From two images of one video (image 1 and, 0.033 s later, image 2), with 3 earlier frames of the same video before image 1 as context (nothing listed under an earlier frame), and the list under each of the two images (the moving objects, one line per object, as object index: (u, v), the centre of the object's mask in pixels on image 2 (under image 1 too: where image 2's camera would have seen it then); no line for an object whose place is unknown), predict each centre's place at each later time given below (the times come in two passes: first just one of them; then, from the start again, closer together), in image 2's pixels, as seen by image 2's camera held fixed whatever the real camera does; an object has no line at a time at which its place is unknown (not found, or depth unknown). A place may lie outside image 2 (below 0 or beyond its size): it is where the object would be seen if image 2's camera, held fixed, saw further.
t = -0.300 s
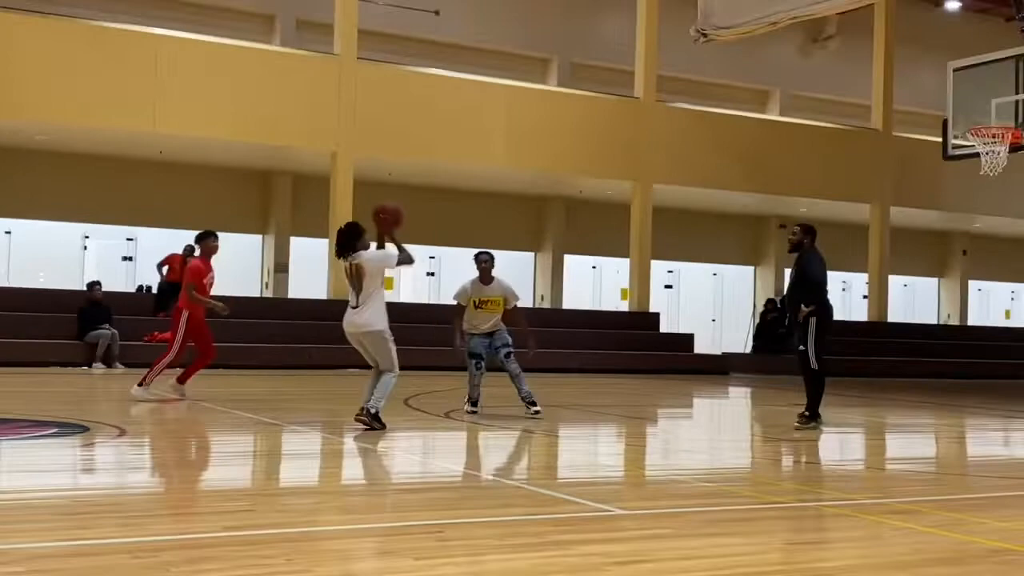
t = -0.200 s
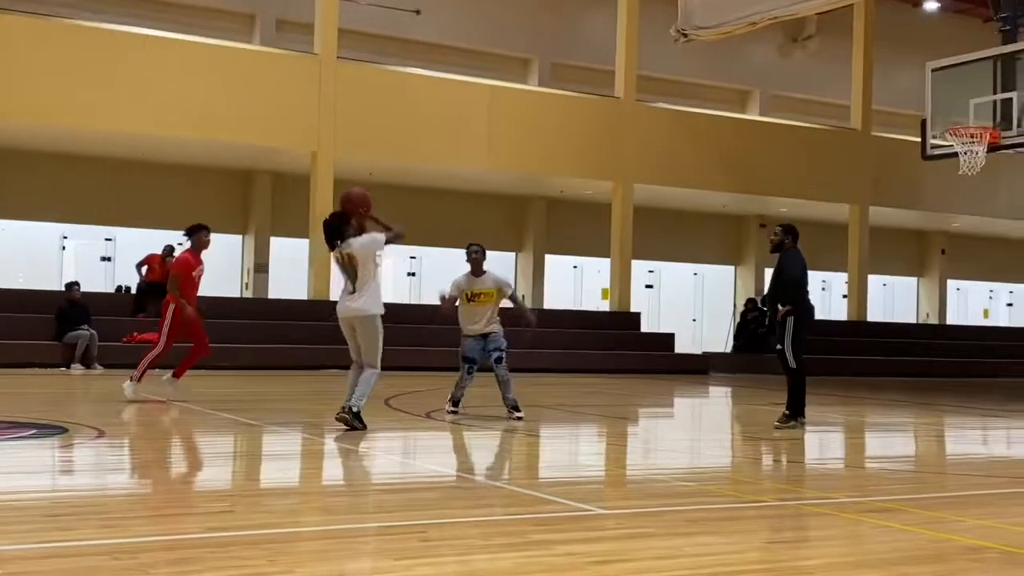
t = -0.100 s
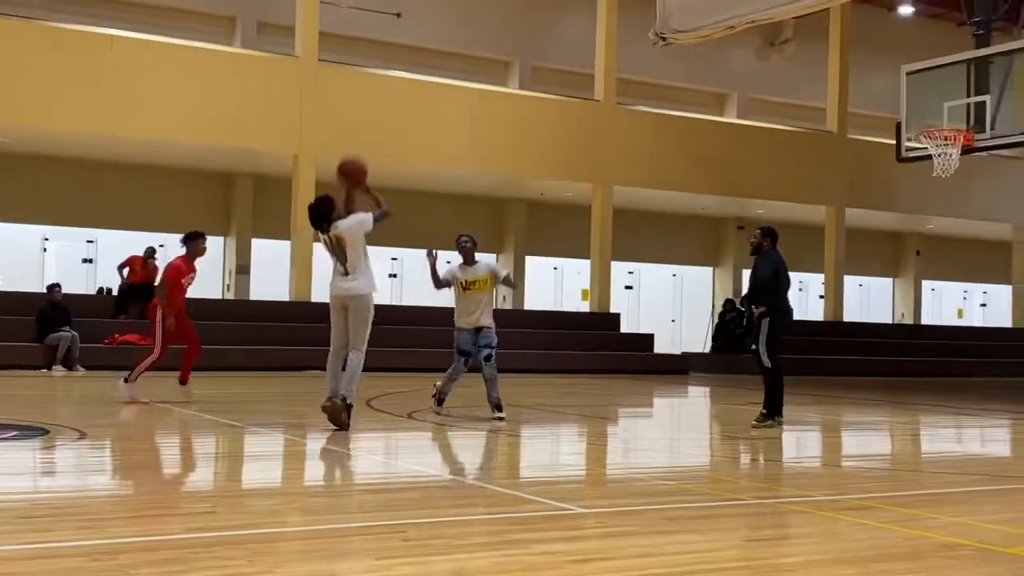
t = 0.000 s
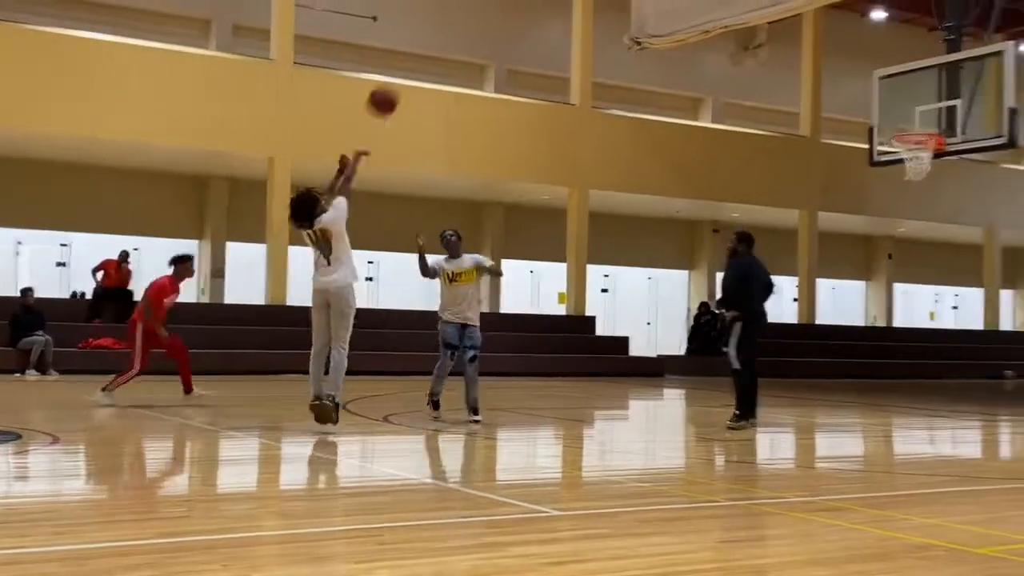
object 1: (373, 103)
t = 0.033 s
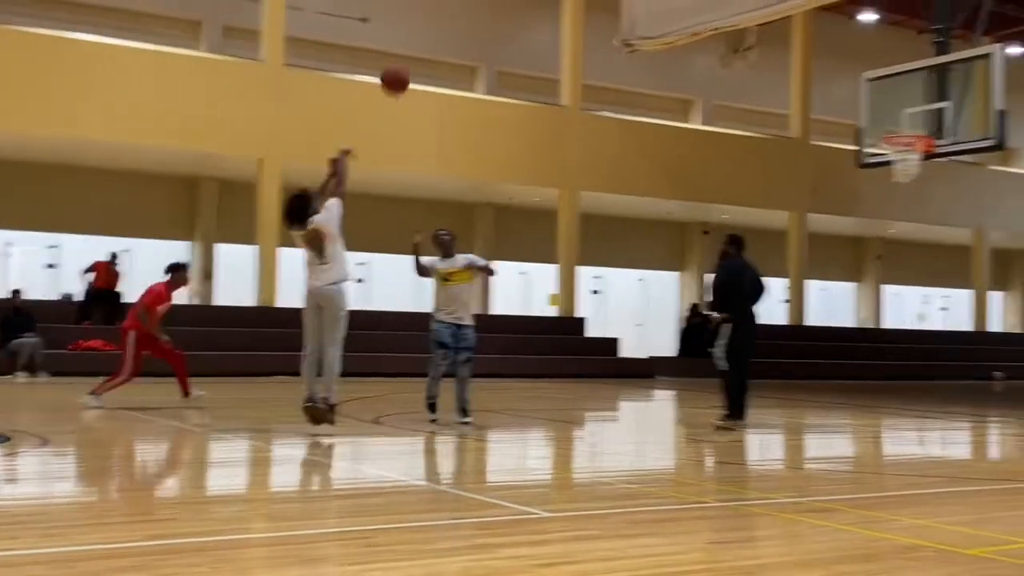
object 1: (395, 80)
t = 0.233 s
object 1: (510, -6)
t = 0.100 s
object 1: (435, 43)
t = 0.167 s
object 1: (473, 13)
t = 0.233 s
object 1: (510, -6)
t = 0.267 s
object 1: (526, -13)
